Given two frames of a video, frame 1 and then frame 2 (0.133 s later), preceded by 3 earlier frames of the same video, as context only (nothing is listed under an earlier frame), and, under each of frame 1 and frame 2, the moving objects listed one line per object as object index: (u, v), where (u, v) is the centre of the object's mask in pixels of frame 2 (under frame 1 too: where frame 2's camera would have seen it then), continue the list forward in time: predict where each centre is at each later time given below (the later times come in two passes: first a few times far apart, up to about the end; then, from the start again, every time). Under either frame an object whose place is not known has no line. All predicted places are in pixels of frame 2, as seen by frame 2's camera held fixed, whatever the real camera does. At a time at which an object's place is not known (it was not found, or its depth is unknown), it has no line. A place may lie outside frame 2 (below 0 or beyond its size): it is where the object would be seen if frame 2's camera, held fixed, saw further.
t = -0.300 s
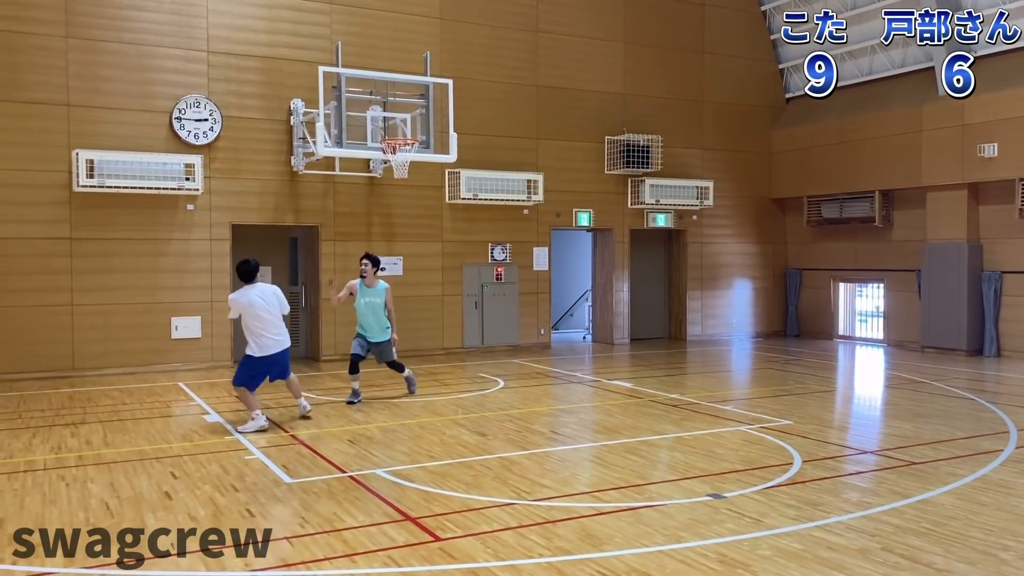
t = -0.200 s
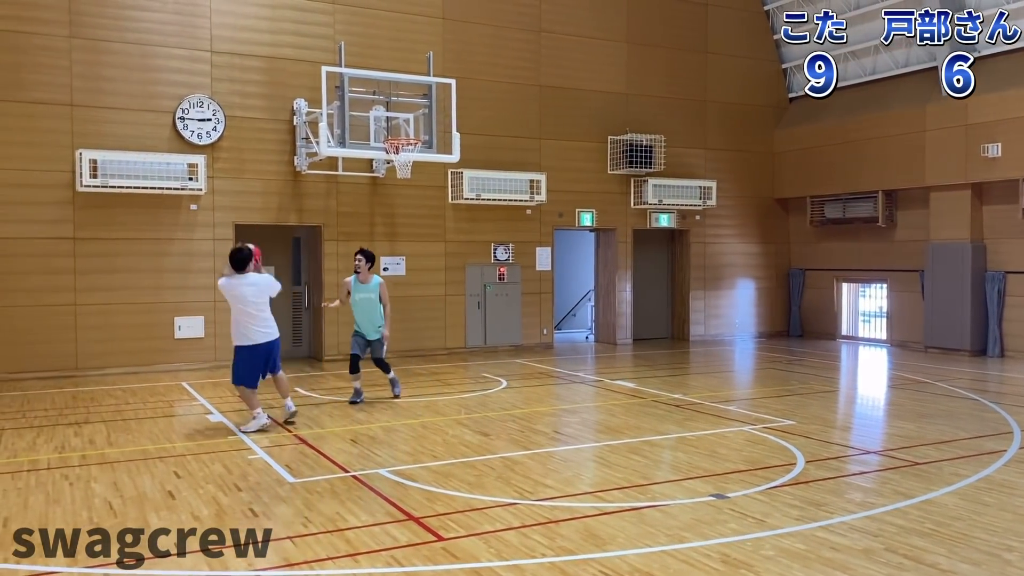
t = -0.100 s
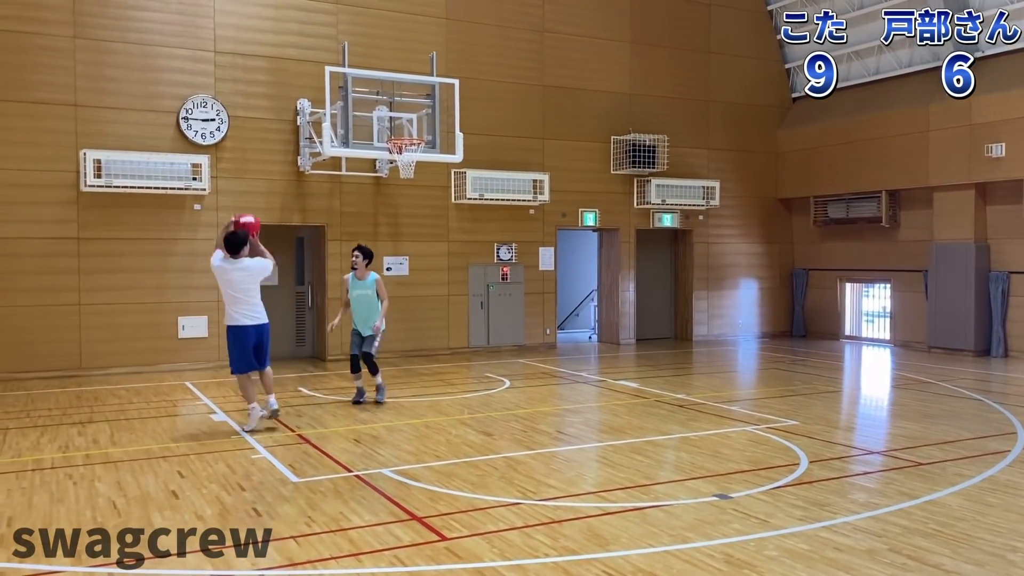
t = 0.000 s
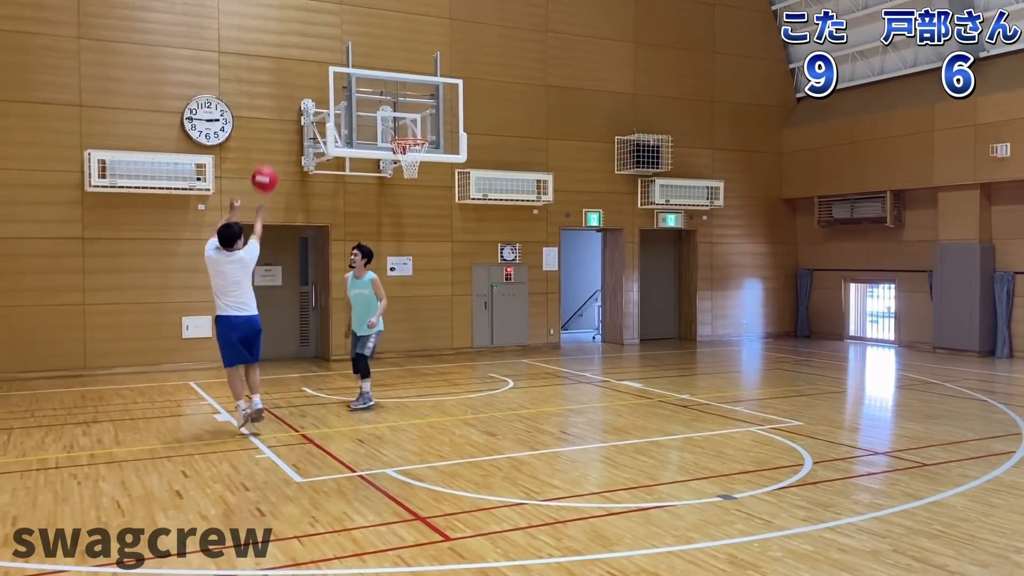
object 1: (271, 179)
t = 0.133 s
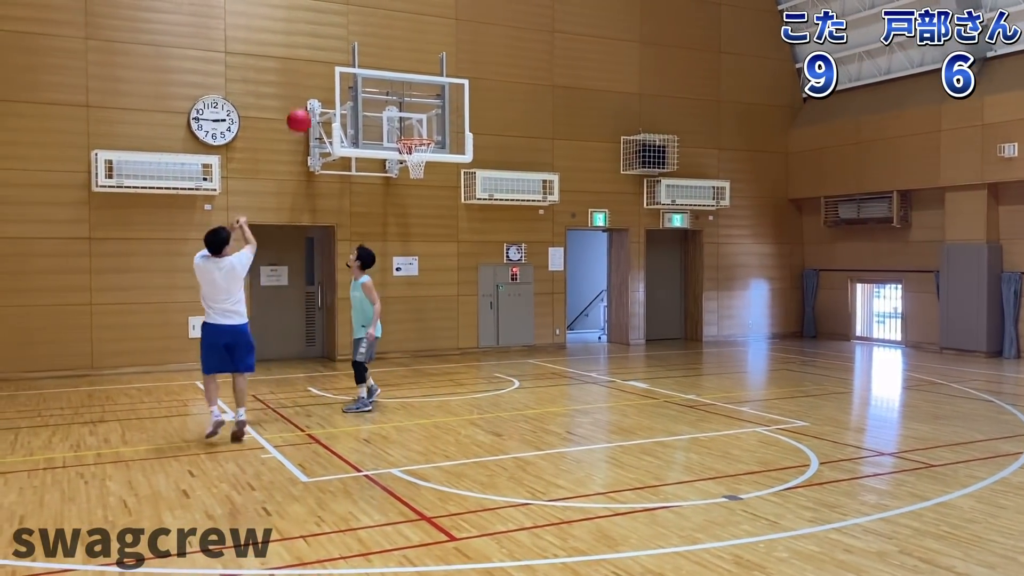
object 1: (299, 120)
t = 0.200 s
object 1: (312, 100)
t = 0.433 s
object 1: (356, 65)
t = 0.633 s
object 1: (388, 76)
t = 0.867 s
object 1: (422, 125)
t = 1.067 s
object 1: (411, 140)
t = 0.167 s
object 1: (306, 110)
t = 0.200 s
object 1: (312, 100)
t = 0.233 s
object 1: (319, 91)
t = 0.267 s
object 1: (325, 85)
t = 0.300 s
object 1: (332, 79)
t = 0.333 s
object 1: (337, 73)
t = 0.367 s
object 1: (344, 70)
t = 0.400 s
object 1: (349, 67)
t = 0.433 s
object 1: (356, 65)
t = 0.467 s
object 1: (361, 65)
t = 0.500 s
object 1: (367, 65)
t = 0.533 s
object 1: (372, 66)
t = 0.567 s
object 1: (378, 69)
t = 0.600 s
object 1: (383, 72)
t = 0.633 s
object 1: (388, 76)
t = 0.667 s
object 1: (393, 80)
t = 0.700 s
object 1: (399, 86)
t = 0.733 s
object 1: (404, 92)
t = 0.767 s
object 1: (408, 100)
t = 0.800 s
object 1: (413, 108)
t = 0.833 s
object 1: (418, 117)
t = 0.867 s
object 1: (422, 125)
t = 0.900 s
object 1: (426, 133)
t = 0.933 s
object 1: (425, 133)
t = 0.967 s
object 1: (425, 139)
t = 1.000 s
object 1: (420, 141)
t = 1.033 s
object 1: (414, 141)
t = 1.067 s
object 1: (411, 140)
